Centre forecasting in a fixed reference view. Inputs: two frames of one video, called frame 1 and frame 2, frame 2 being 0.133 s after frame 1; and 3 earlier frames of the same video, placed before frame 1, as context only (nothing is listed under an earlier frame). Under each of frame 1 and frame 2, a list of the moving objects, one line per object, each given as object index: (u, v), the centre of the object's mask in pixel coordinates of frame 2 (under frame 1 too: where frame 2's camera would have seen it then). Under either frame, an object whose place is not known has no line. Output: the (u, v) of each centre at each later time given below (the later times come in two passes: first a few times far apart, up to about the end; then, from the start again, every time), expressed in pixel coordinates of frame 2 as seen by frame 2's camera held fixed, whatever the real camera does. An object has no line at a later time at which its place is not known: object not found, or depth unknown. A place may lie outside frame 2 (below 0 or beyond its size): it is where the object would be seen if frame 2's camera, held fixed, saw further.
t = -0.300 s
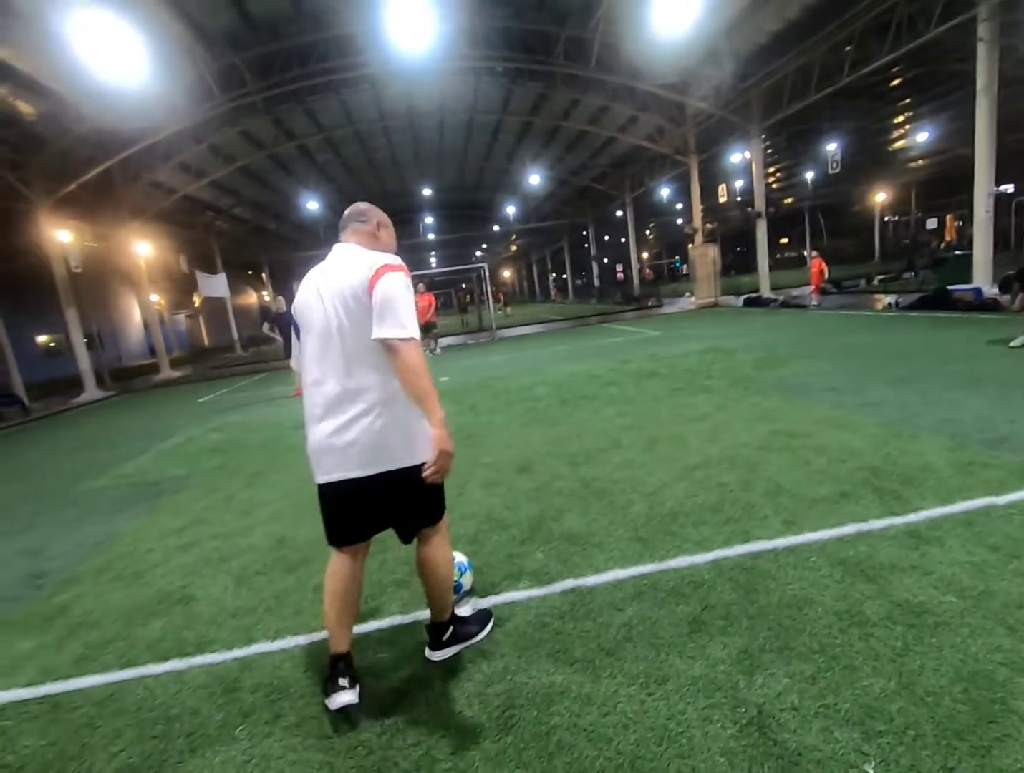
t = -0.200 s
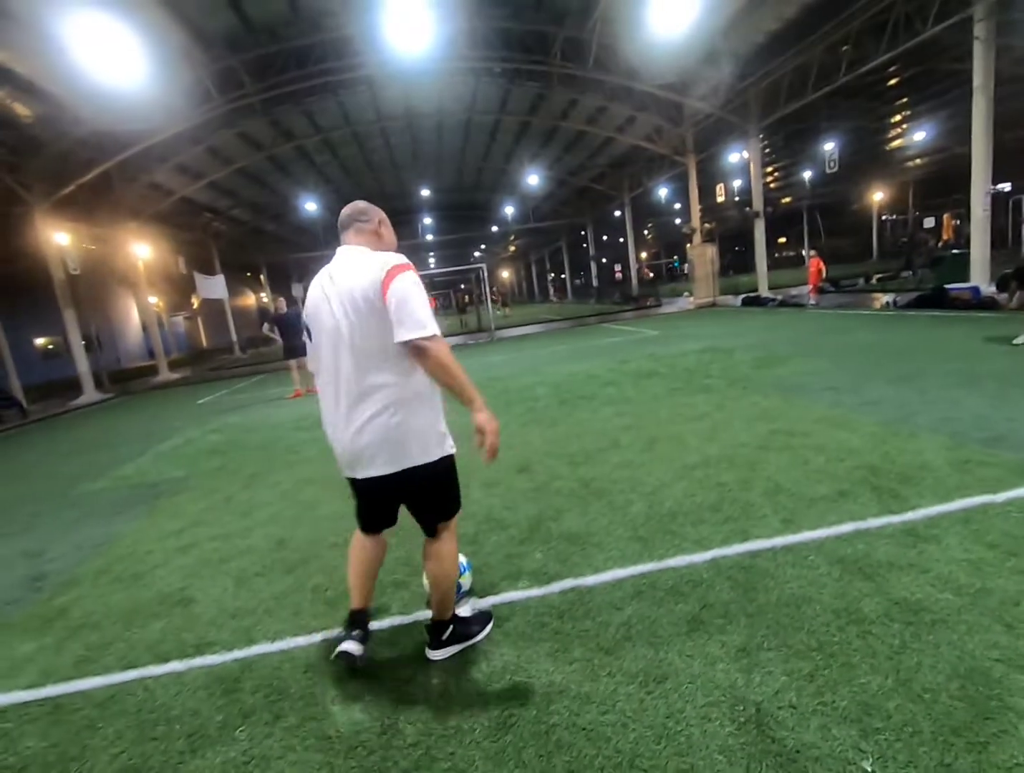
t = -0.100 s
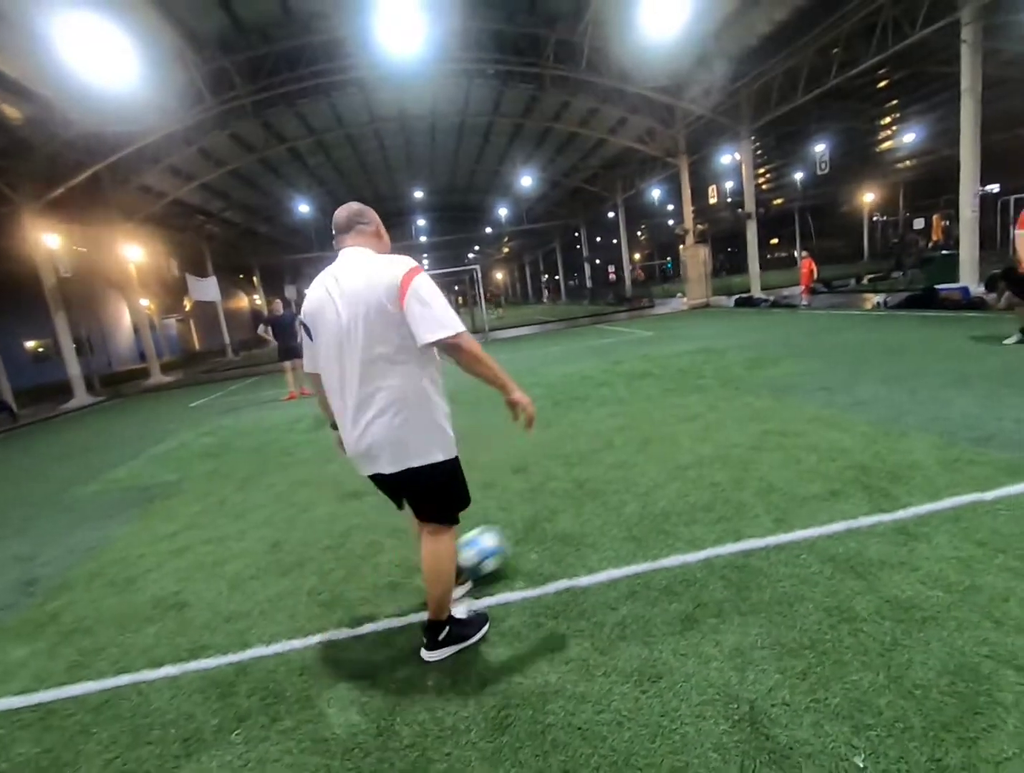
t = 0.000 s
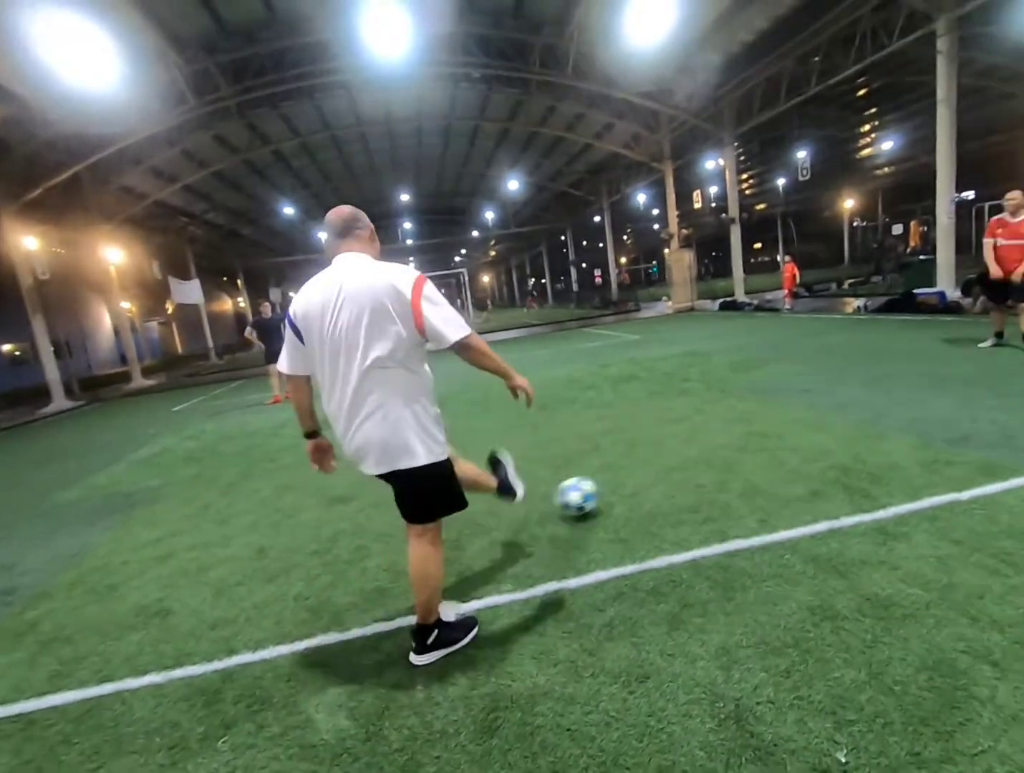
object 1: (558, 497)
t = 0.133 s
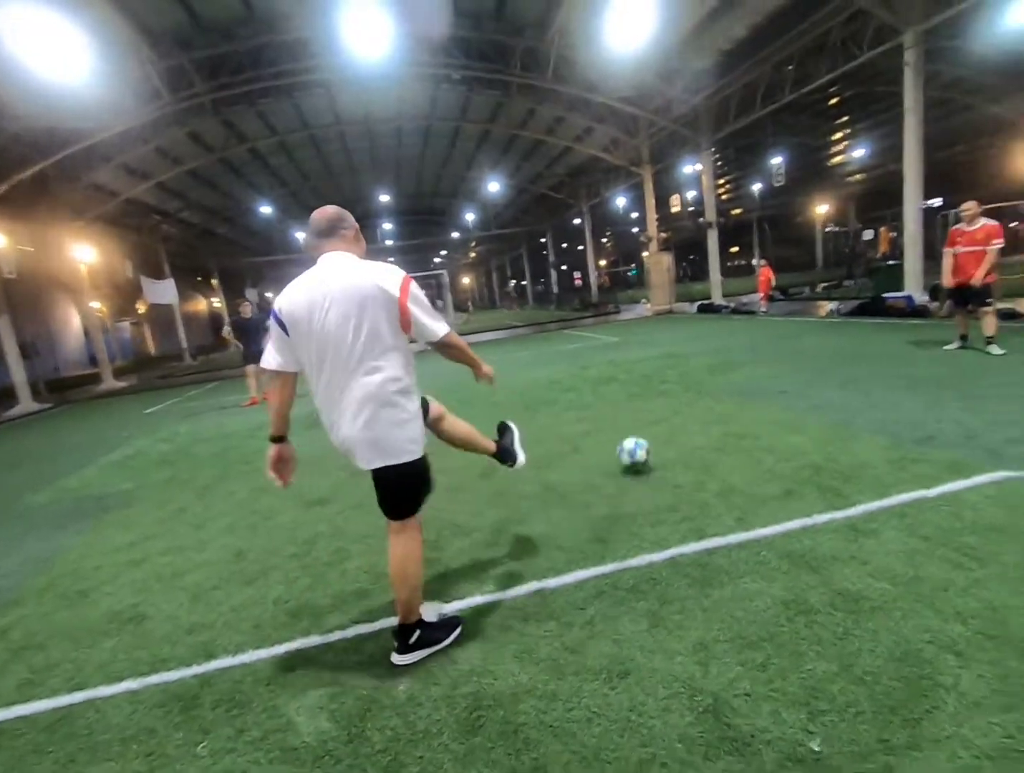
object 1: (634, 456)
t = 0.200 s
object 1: (669, 439)
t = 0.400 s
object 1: (728, 407)
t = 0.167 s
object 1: (656, 445)
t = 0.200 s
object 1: (669, 439)
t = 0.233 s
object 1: (679, 431)
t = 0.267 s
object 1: (690, 425)
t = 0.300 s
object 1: (704, 419)
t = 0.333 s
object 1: (713, 415)
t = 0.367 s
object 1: (721, 411)
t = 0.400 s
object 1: (728, 407)
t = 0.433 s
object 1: (738, 402)
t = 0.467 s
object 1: (744, 399)
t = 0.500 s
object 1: (749, 395)
